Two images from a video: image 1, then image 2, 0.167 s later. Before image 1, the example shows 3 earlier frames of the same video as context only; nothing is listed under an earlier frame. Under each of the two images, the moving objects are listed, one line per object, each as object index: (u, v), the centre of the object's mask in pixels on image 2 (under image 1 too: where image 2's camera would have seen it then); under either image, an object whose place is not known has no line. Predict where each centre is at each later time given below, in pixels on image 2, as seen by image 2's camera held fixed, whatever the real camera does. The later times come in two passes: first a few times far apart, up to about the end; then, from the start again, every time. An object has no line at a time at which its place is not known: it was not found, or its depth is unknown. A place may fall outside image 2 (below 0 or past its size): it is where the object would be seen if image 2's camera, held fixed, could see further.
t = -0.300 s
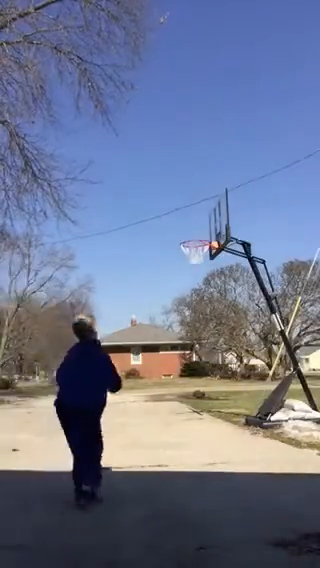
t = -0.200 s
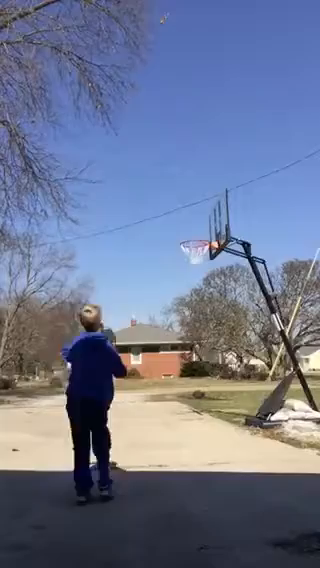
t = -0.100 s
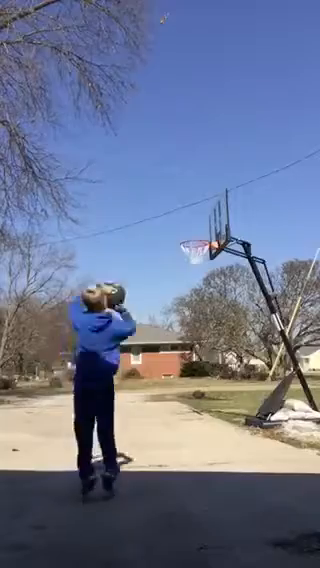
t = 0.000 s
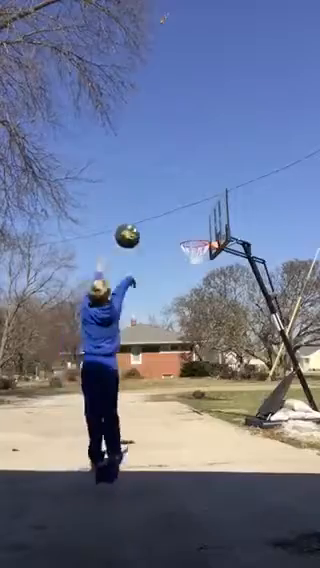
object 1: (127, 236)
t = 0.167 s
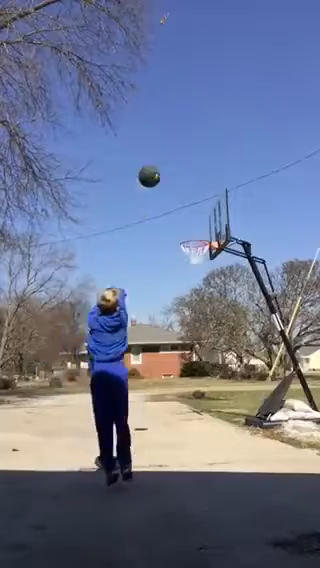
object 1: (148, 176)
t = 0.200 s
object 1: (152, 169)
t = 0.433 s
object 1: (175, 148)
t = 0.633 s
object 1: (191, 163)
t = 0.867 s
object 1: (207, 208)
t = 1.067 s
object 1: (211, 247)
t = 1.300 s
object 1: (211, 293)
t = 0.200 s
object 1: (152, 169)
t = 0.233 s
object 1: (156, 164)
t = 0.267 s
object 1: (160, 159)
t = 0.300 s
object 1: (163, 155)
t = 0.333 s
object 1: (166, 152)
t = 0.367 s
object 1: (170, 150)
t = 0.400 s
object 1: (172, 149)
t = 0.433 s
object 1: (175, 148)
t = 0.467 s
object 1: (178, 150)
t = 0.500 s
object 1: (181, 151)
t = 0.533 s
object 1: (183, 153)
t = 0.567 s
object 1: (186, 156)
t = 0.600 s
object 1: (188, 159)
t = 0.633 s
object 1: (191, 163)
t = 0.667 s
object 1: (193, 168)
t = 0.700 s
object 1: (195, 173)
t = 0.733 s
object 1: (198, 179)
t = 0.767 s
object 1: (200, 186)
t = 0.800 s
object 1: (202, 193)
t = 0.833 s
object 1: (204, 200)
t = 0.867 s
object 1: (207, 208)
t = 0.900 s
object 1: (209, 217)
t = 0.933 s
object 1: (210, 226)
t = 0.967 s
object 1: (212, 235)
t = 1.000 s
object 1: (213, 240)
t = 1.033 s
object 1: (208, 245)
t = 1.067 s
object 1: (211, 247)
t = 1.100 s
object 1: (210, 250)
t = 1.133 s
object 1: (210, 259)
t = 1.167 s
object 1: (210, 263)
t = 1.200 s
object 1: (210, 270)
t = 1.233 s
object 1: (209, 277)
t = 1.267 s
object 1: (210, 283)
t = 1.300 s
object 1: (211, 293)
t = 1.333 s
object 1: (212, 302)
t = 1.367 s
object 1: (212, 313)
